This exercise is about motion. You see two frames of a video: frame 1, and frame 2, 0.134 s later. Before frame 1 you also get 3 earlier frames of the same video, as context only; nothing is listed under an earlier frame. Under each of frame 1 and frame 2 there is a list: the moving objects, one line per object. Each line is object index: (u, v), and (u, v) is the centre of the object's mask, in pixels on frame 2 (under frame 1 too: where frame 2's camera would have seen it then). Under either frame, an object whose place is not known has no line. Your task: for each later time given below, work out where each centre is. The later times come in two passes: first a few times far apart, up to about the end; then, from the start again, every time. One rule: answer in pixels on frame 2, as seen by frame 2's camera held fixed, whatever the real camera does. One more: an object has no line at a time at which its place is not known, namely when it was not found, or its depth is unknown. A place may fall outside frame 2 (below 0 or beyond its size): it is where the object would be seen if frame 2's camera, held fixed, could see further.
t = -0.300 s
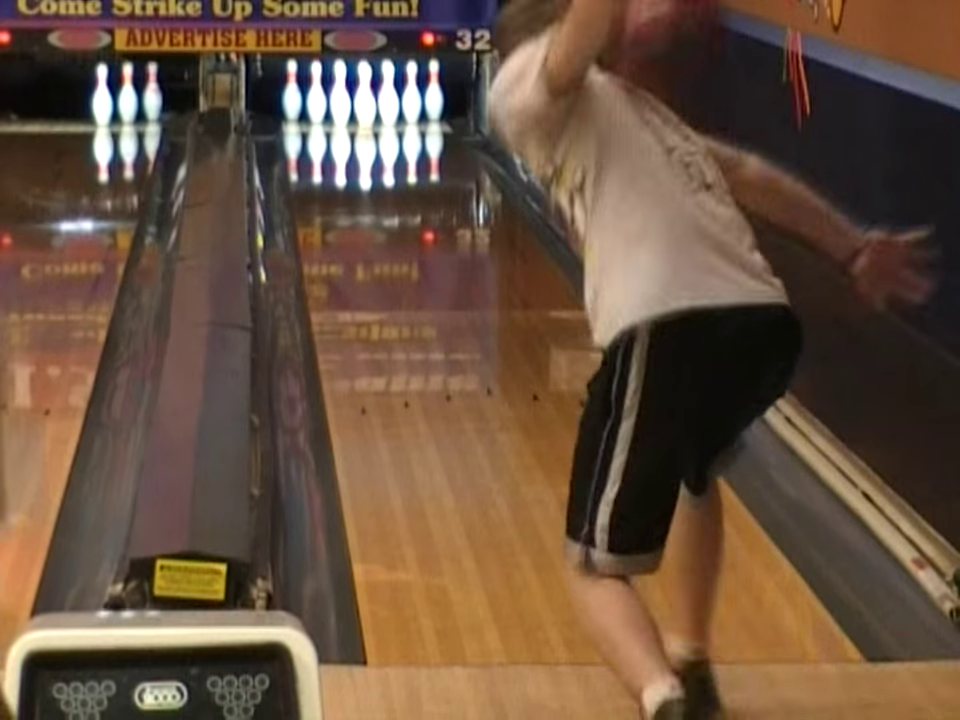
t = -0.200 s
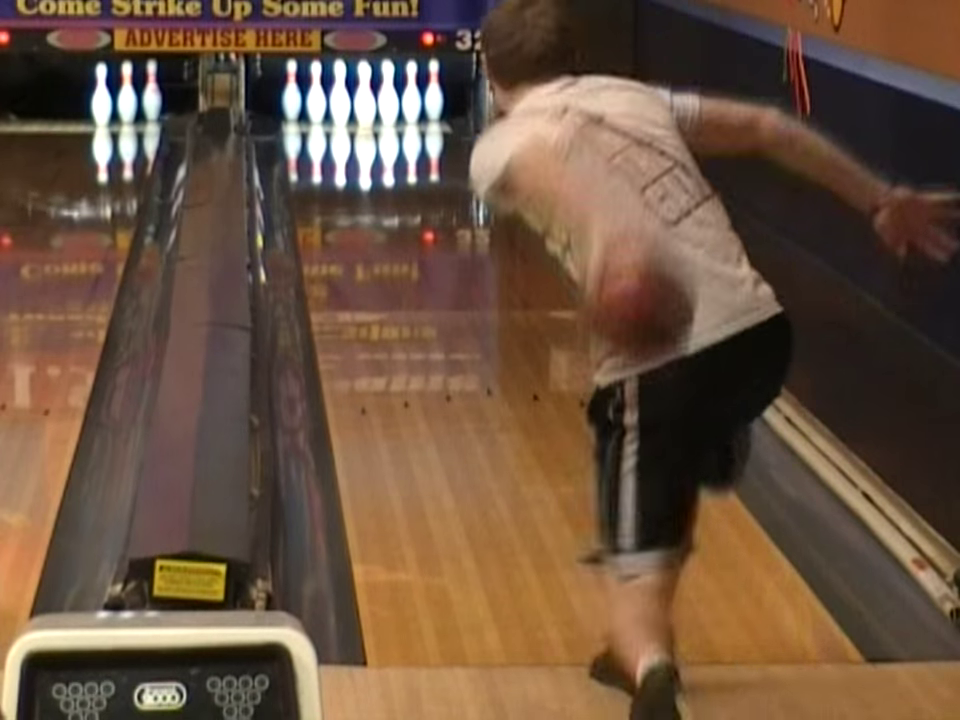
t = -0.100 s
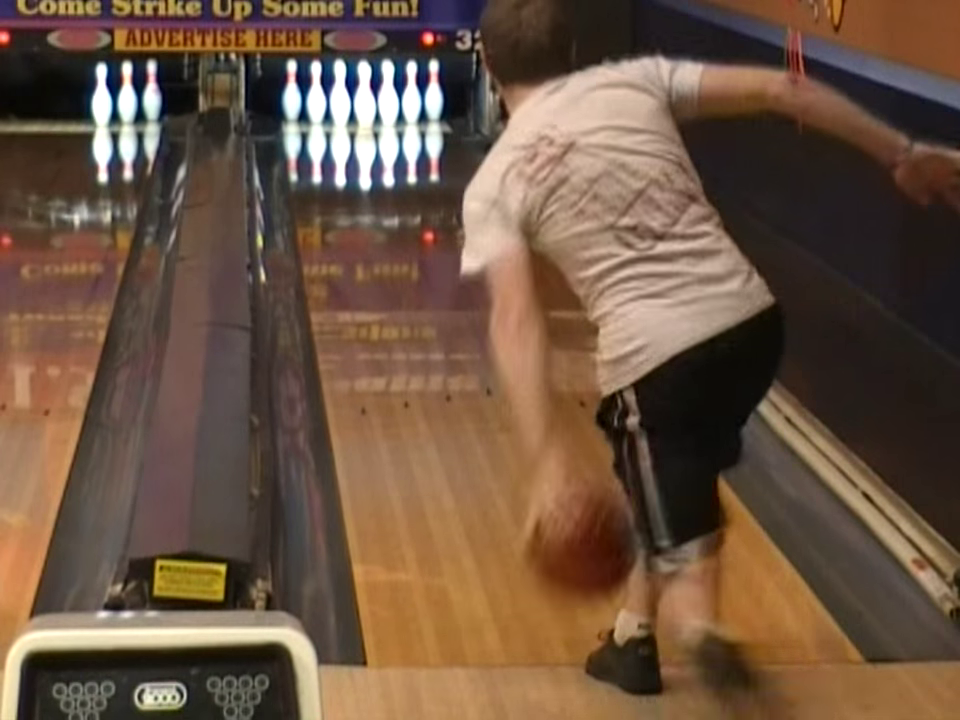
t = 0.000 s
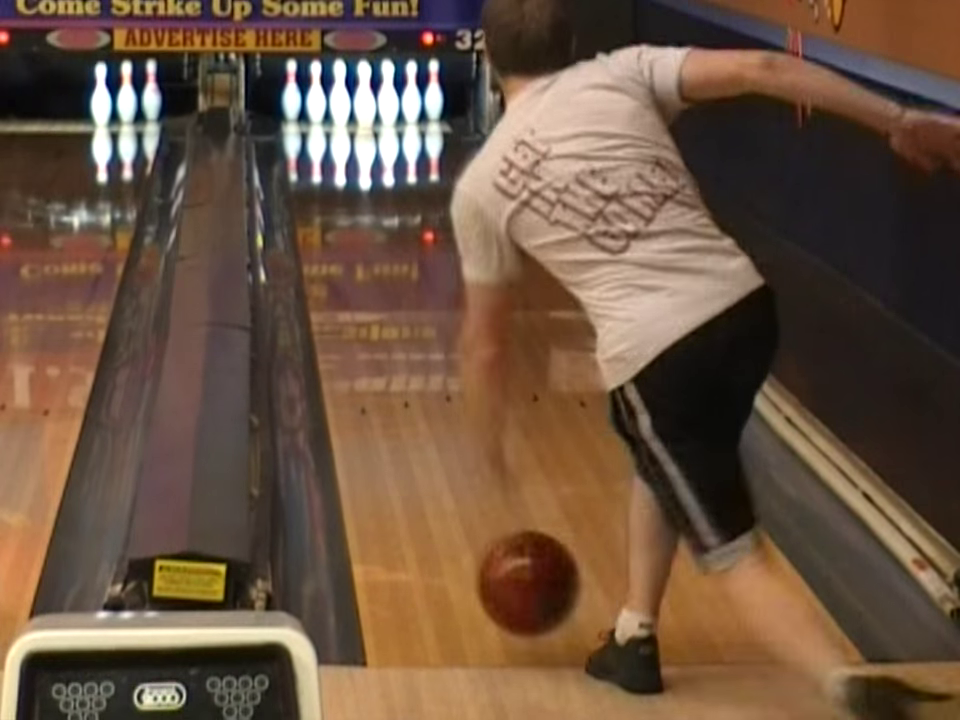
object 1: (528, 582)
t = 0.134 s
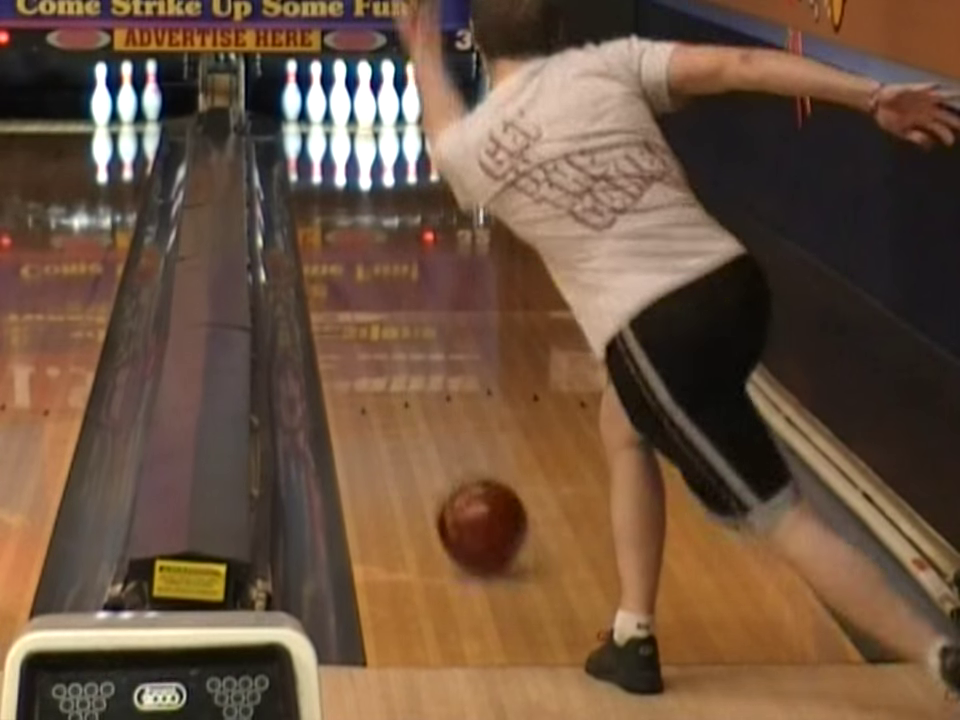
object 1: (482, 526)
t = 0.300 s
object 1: (439, 446)
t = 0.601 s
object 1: (385, 341)
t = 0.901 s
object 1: (351, 264)
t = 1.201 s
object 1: (334, 213)
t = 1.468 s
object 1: (328, 179)
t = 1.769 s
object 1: (332, 146)
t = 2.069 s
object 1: (347, 123)
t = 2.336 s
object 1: (362, 109)
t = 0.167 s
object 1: (472, 509)
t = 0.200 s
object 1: (463, 492)
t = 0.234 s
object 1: (455, 475)
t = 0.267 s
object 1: (447, 461)
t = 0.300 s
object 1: (439, 446)
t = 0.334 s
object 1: (431, 431)
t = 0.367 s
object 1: (424, 418)
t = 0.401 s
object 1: (418, 406)
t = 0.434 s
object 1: (412, 394)
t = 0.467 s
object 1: (406, 382)
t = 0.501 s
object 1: (400, 371)
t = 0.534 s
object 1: (395, 360)
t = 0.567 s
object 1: (389, 349)
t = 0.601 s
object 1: (385, 341)
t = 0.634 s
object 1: (379, 331)
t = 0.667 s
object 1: (375, 321)
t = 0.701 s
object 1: (371, 312)
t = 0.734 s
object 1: (368, 305)
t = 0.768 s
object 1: (364, 296)
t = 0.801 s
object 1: (361, 288)
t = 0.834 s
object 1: (357, 280)
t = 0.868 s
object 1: (354, 272)
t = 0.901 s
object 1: (351, 264)
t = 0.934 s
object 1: (349, 257)
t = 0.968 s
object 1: (346, 253)
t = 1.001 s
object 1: (343, 246)
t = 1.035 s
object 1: (341, 239)
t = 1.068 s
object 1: (339, 236)
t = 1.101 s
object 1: (337, 231)
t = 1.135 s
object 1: (337, 224)
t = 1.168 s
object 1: (334, 219)
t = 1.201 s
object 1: (334, 213)
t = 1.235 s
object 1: (331, 209)
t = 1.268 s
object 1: (330, 205)
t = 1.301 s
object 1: (330, 200)
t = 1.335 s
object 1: (330, 195)
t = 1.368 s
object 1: (328, 190)
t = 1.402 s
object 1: (328, 188)
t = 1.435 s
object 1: (329, 184)
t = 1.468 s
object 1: (328, 179)
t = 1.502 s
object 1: (328, 175)
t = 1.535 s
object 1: (327, 171)
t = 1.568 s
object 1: (327, 167)
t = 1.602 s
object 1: (328, 162)
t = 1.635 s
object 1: (328, 159)
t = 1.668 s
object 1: (329, 155)
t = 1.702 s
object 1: (329, 152)
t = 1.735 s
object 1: (330, 150)
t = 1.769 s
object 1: (332, 146)
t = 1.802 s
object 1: (333, 144)
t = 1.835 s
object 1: (334, 140)
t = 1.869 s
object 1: (336, 138)
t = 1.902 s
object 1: (337, 136)
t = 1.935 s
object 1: (339, 133)
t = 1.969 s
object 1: (341, 130)
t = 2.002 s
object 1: (342, 128)
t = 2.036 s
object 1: (344, 126)
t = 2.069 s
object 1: (347, 123)
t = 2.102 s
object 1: (350, 121)
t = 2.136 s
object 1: (352, 119)
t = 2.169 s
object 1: (354, 117)
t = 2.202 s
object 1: (357, 116)
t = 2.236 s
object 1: (358, 114)
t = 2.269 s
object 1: (358, 111)
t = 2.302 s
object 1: (359, 111)
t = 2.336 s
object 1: (362, 109)
